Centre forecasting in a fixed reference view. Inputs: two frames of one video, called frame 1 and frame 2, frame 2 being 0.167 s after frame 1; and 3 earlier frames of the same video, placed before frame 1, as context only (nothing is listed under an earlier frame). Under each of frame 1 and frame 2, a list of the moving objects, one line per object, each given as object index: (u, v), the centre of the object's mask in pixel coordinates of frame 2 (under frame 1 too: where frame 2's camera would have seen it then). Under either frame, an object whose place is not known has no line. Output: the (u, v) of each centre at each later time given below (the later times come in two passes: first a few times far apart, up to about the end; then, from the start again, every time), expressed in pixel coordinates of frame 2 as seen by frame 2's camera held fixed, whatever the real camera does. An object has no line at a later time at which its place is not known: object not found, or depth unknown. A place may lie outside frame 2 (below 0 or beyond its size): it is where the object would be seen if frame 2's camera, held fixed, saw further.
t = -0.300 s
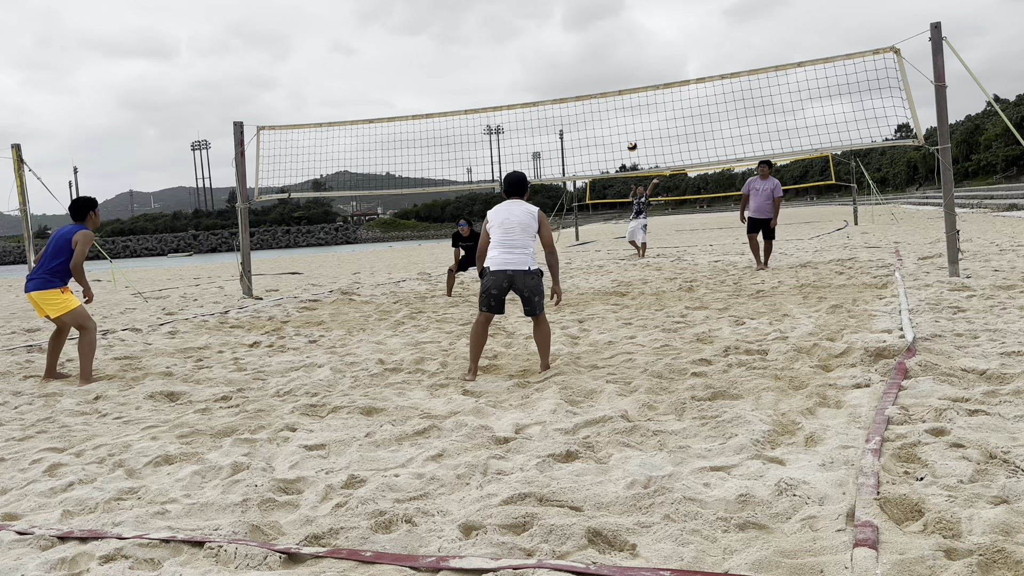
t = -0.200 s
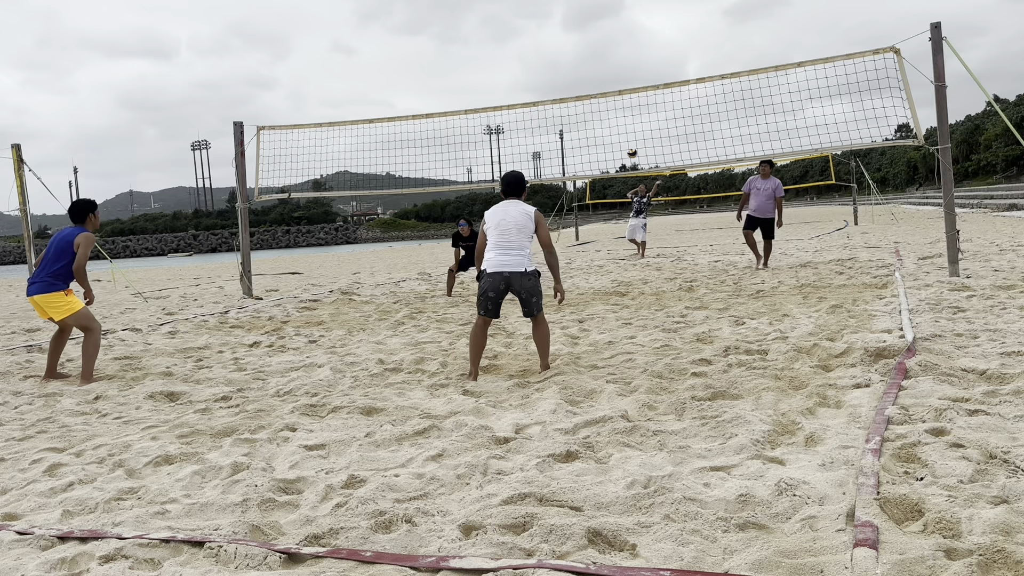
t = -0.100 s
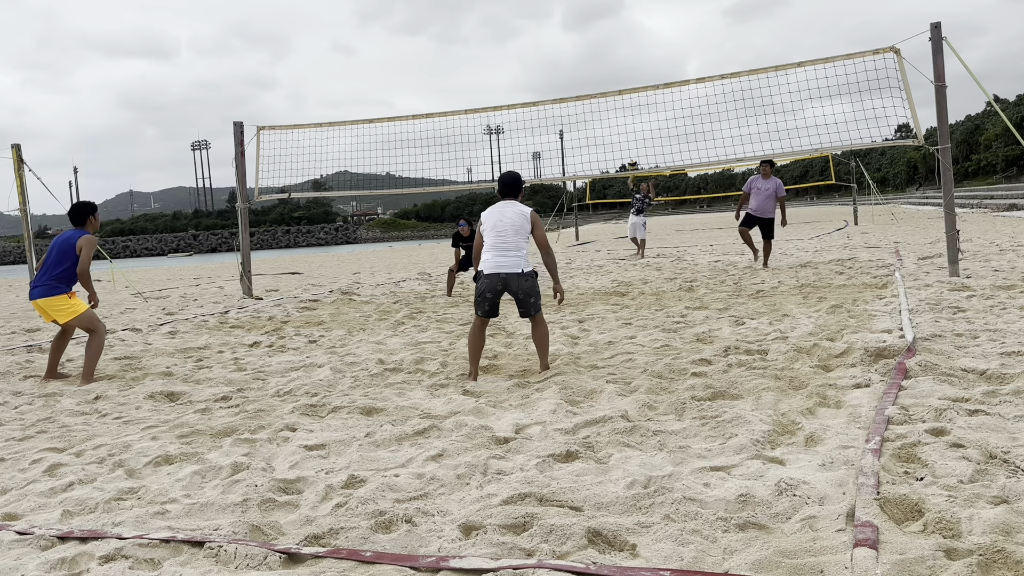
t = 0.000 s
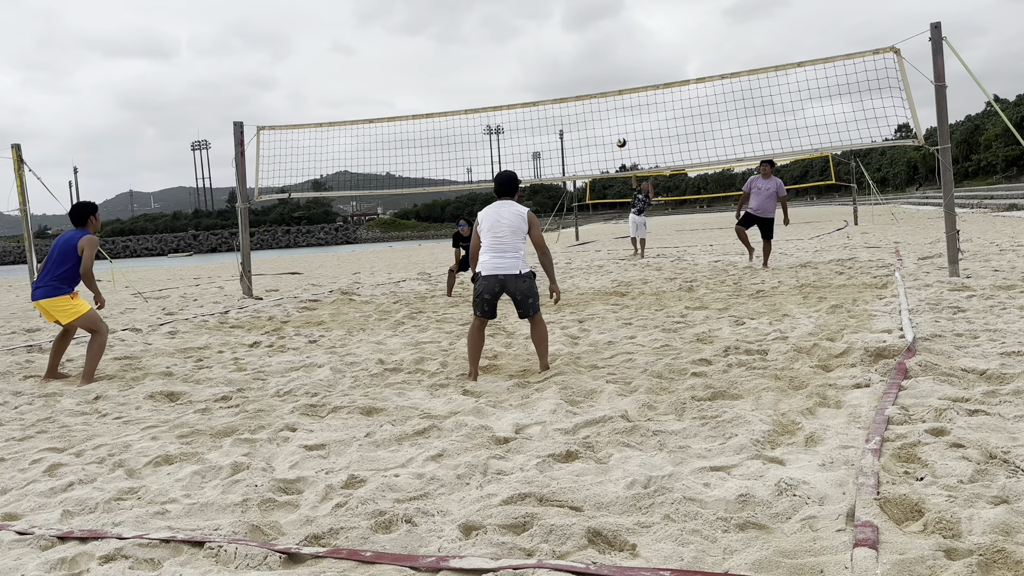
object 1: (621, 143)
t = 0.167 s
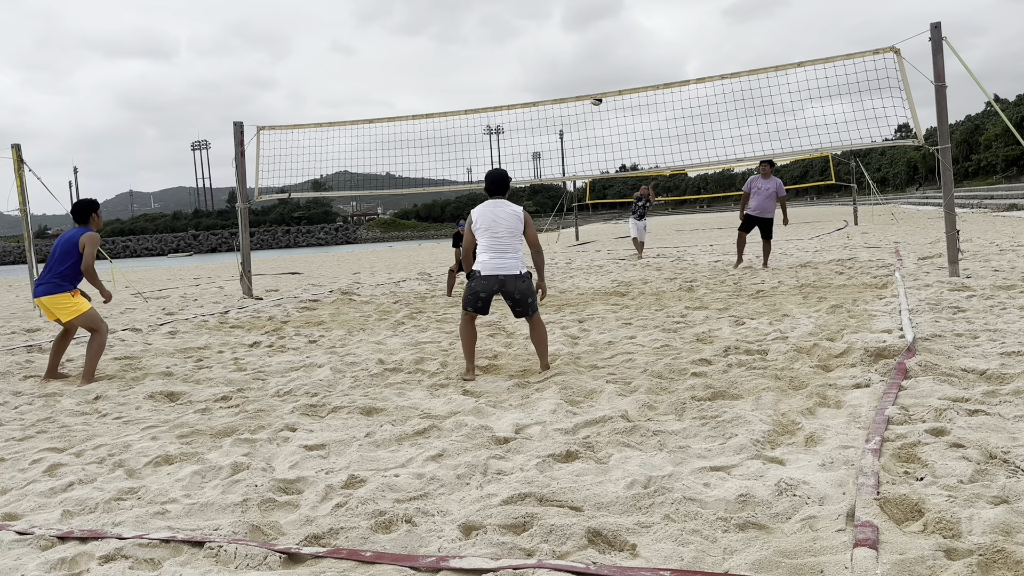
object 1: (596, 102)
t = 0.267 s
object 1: (579, 79)
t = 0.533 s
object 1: (521, 46)
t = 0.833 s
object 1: (436, 68)
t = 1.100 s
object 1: (330, 190)
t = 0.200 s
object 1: (591, 91)
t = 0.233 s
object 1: (585, 86)
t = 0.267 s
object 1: (579, 79)
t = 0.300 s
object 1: (572, 73)
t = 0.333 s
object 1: (565, 67)
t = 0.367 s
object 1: (559, 62)
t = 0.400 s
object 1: (552, 57)
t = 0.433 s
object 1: (545, 54)
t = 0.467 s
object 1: (537, 50)
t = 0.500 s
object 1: (529, 47)
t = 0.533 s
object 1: (521, 46)
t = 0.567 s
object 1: (513, 45)
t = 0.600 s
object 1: (505, 44)
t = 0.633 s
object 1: (496, 44)
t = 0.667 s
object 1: (487, 45)
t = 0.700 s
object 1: (477, 47)
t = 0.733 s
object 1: (467, 51)
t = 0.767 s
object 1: (457, 55)
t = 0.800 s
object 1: (446, 61)
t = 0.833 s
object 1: (436, 68)
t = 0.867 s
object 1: (424, 77)
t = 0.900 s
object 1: (412, 87)
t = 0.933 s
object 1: (400, 99)
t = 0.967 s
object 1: (387, 113)
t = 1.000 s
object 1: (374, 129)
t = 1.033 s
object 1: (360, 147)
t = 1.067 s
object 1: (345, 167)
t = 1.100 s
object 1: (330, 190)
